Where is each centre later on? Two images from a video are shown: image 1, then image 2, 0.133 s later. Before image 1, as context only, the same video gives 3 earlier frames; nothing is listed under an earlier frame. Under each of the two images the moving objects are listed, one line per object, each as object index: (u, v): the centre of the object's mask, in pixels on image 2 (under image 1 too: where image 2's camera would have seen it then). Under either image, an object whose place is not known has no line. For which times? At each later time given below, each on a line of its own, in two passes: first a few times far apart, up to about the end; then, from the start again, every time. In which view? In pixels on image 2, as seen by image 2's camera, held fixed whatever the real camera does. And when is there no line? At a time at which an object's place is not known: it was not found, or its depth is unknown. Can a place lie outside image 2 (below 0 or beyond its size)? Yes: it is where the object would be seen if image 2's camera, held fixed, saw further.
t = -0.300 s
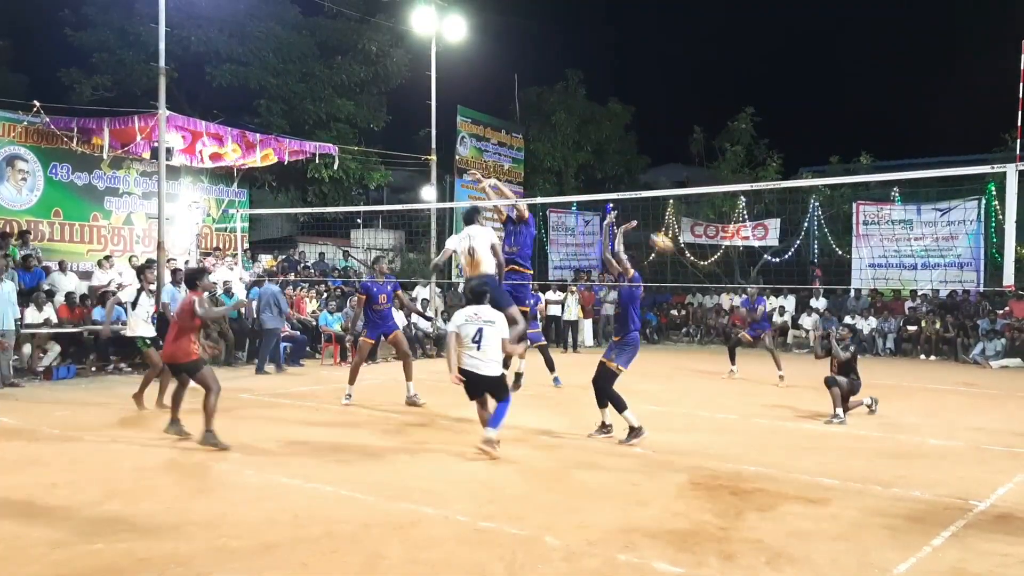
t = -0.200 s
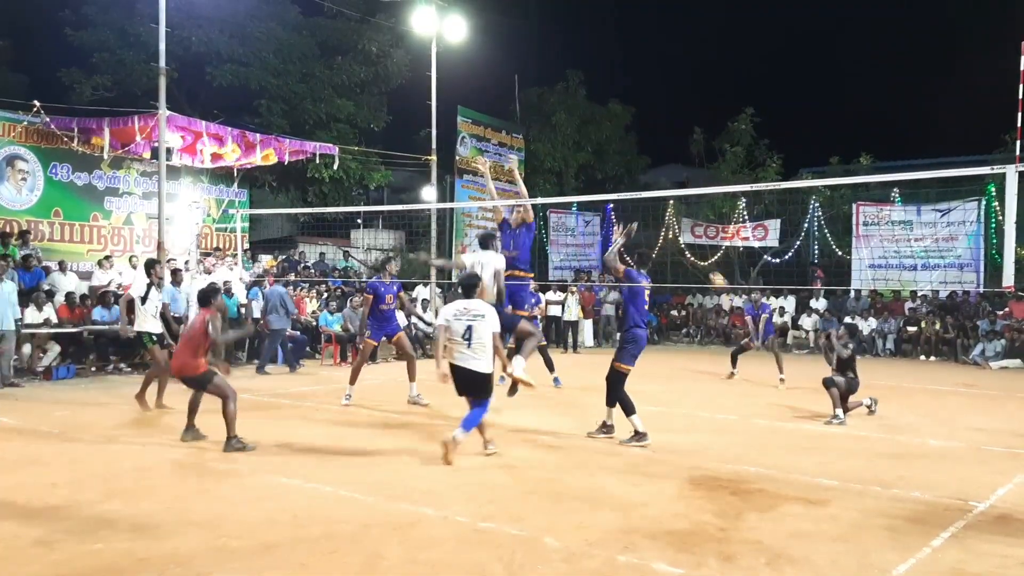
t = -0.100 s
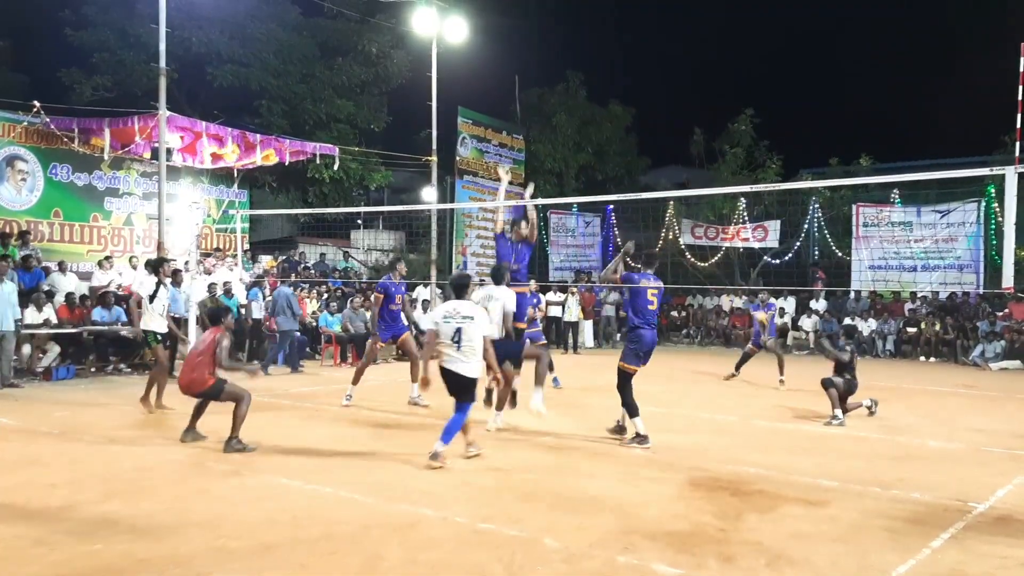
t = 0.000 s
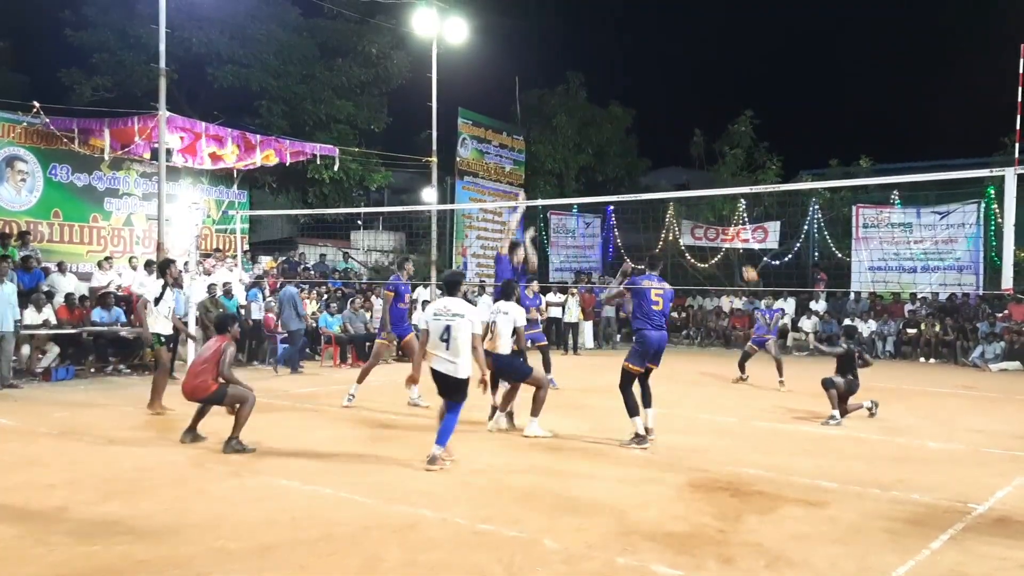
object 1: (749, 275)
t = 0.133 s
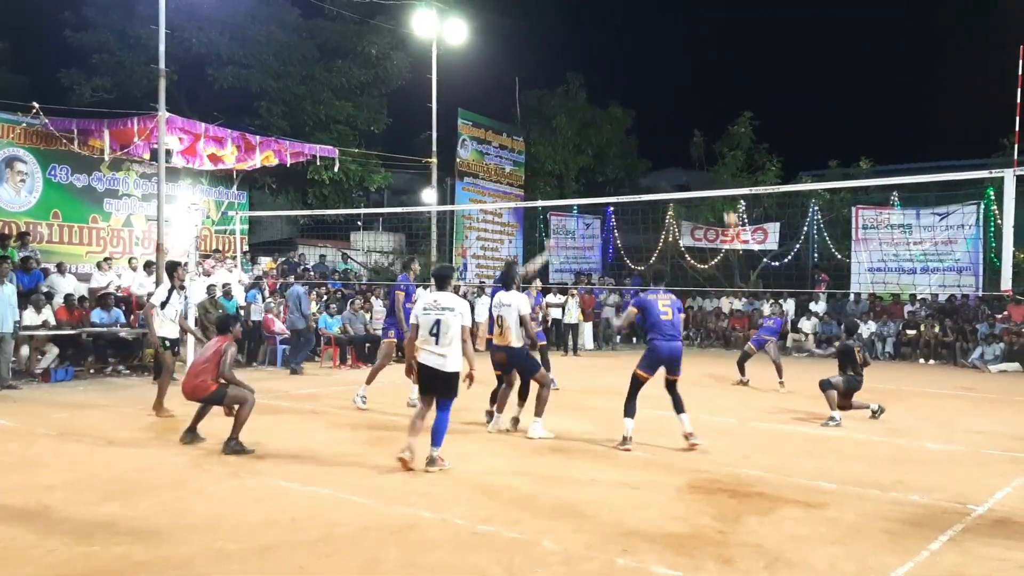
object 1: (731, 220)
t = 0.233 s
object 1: (717, 182)
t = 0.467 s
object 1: (683, 118)
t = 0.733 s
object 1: (640, 84)
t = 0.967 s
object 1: (599, 92)
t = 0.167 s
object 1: (726, 206)
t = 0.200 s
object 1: (723, 199)
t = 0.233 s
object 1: (717, 182)
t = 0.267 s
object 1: (712, 171)
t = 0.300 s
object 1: (707, 161)
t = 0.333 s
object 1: (703, 152)
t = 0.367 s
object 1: (698, 143)
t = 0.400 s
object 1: (693, 134)
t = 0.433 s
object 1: (688, 126)
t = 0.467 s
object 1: (683, 118)
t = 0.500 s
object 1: (678, 112)
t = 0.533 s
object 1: (672, 106)
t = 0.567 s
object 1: (667, 100)
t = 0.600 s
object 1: (662, 96)
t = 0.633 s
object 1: (656, 91)
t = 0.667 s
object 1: (651, 88)
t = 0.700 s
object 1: (646, 86)
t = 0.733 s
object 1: (640, 84)
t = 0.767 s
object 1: (634, 83)
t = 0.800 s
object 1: (628, 82)
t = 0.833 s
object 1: (622, 83)
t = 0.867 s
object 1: (617, 84)
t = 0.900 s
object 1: (611, 86)
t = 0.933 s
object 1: (605, 89)
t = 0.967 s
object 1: (599, 92)
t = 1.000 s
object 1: (592, 97)
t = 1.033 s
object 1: (586, 102)
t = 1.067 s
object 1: (580, 108)
